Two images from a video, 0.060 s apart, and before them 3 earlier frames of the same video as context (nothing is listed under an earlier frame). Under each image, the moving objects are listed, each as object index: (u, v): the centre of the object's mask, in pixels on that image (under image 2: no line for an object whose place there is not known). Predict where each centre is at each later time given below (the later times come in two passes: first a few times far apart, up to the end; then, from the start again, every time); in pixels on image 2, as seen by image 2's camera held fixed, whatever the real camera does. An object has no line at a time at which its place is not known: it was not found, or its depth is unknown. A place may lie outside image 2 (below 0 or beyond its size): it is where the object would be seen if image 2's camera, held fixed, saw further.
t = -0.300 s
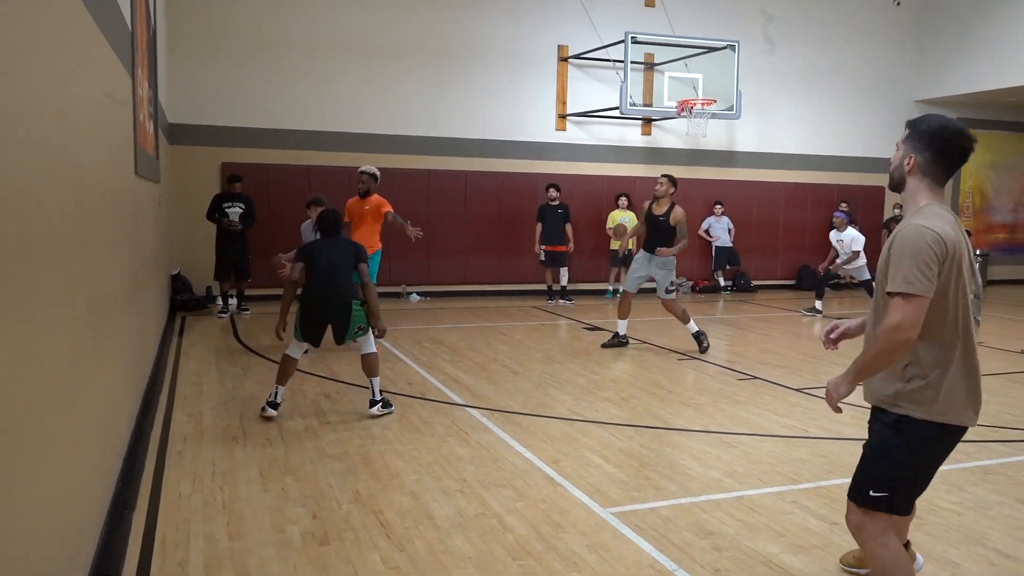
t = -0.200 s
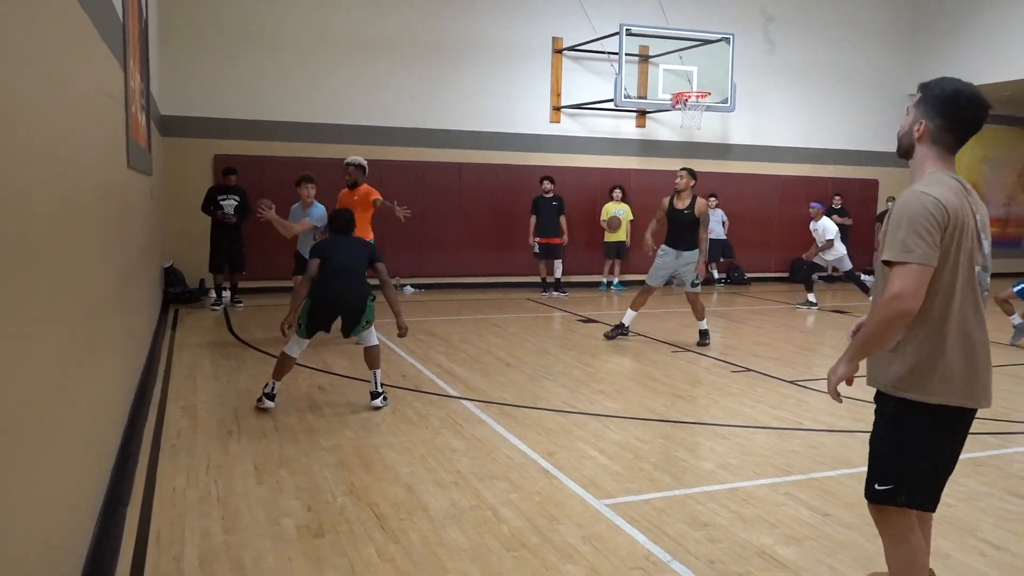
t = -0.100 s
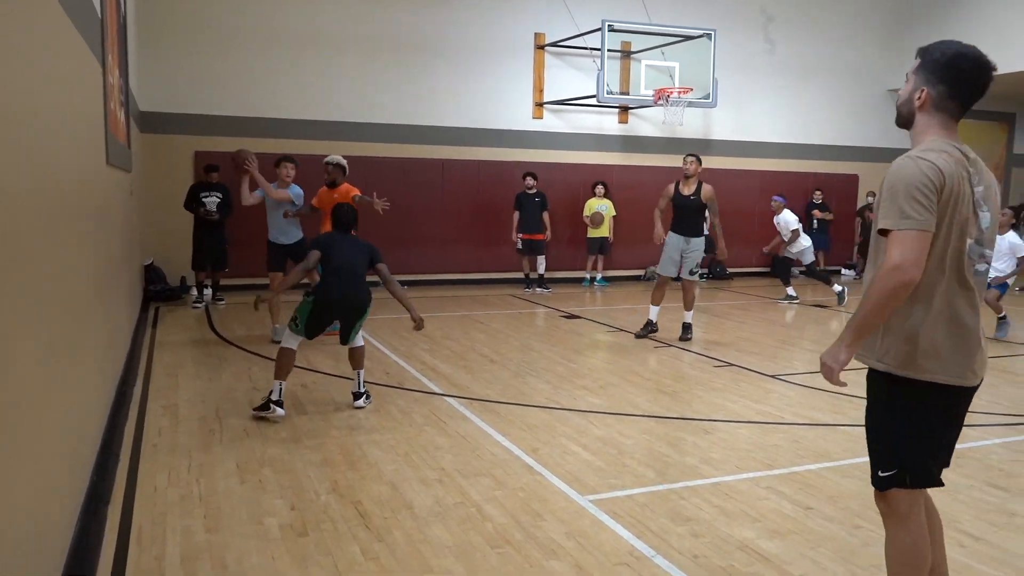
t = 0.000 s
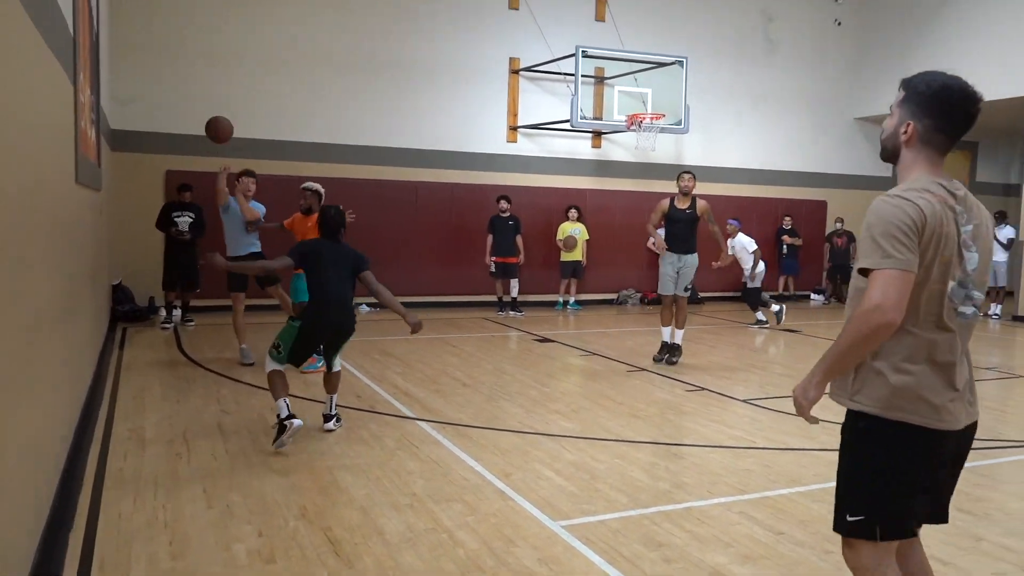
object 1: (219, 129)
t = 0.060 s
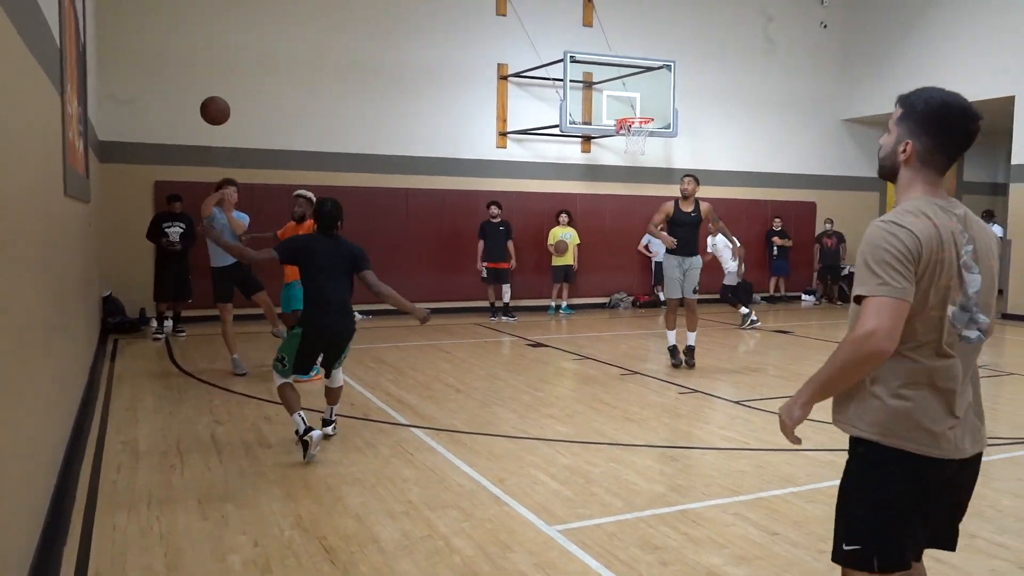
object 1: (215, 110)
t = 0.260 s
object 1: (245, 23)
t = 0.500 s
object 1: (315, -38)
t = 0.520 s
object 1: (325, -39)
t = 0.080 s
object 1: (217, 102)
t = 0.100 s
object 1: (220, 93)
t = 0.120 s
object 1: (223, 83)
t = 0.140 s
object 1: (226, 74)
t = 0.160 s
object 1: (228, 65)
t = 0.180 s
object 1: (232, 56)
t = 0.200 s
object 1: (235, 48)
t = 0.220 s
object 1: (239, 40)
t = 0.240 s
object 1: (242, 32)
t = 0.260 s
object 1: (245, 23)
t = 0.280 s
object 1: (249, 16)
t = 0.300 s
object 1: (253, 9)
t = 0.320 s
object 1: (258, 1)
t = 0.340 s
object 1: (264, -6)
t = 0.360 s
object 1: (269, -14)
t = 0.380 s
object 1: (276, -21)
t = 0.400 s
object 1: (281, -25)
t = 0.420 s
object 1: (288, -31)
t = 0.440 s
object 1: (293, -35)
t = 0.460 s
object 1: (298, -38)
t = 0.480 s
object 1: (306, -38)
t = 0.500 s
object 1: (315, -38)
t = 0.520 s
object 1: (325, -39)
